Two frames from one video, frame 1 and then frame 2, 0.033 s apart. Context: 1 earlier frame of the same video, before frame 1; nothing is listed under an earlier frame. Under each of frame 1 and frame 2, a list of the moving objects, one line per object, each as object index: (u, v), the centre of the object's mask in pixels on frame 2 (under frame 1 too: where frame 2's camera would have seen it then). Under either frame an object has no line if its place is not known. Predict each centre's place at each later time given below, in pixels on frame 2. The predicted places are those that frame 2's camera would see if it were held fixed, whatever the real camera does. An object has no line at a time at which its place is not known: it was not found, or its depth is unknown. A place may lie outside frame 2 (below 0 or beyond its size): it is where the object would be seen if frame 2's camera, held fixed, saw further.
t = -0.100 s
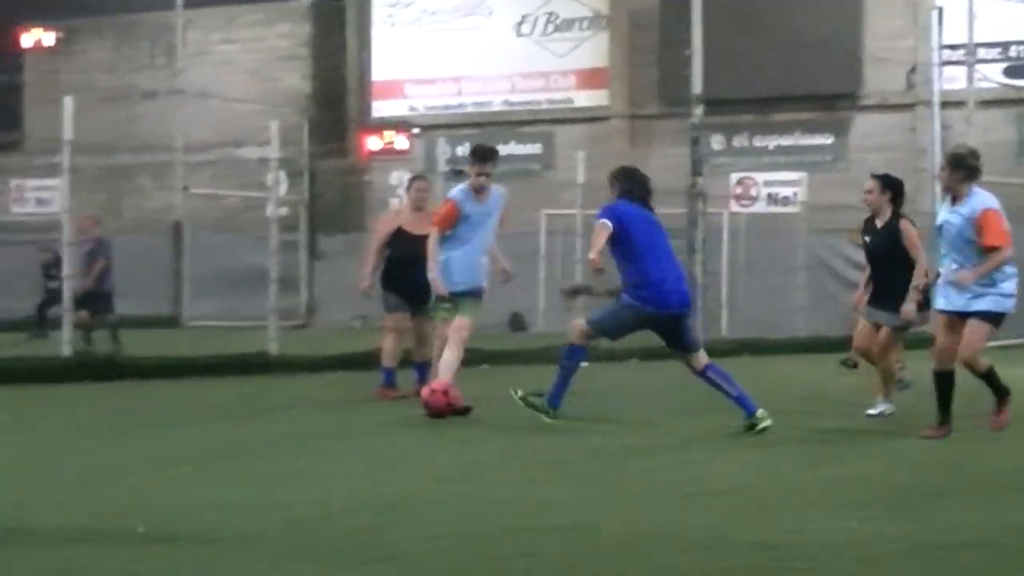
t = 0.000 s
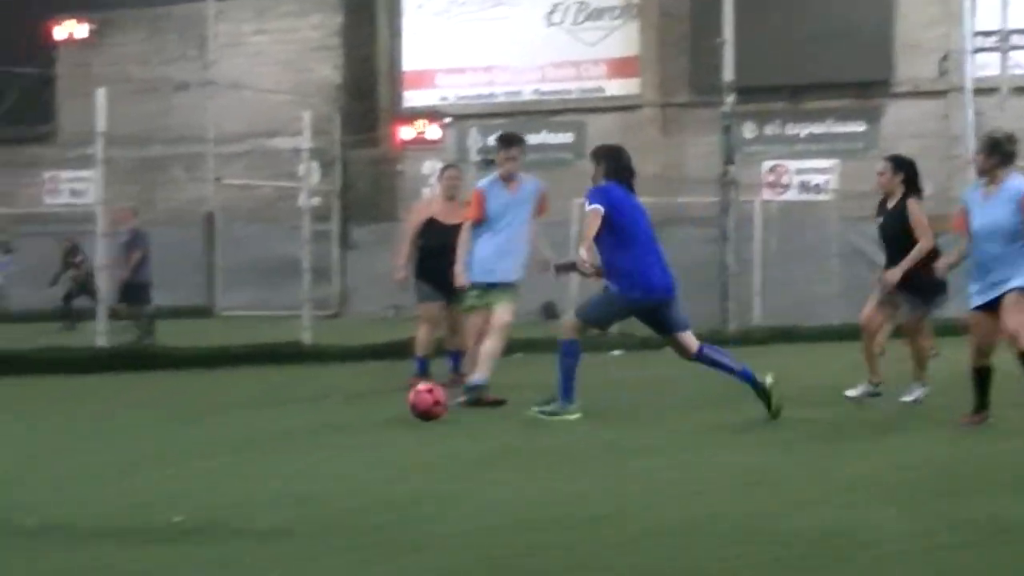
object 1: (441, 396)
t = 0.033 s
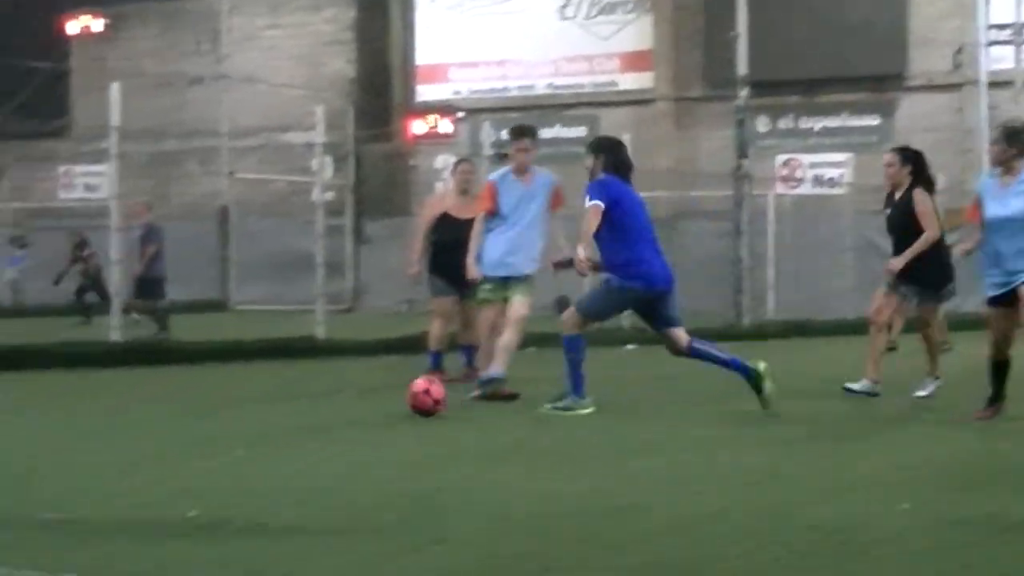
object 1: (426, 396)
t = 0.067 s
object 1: (413, 395)
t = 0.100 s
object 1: (398, 399)
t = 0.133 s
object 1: (382, 403)
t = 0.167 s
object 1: (368, 404)
